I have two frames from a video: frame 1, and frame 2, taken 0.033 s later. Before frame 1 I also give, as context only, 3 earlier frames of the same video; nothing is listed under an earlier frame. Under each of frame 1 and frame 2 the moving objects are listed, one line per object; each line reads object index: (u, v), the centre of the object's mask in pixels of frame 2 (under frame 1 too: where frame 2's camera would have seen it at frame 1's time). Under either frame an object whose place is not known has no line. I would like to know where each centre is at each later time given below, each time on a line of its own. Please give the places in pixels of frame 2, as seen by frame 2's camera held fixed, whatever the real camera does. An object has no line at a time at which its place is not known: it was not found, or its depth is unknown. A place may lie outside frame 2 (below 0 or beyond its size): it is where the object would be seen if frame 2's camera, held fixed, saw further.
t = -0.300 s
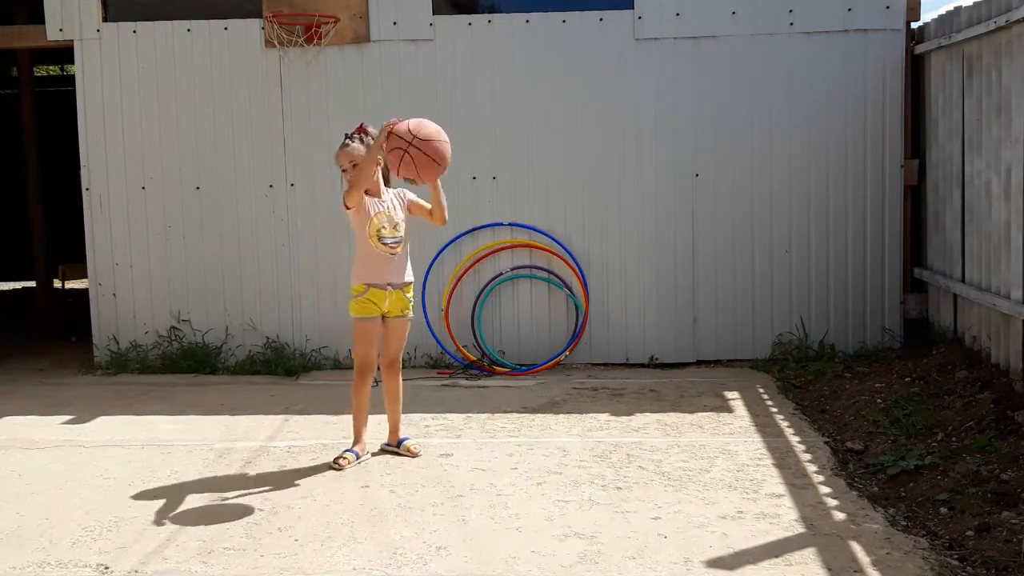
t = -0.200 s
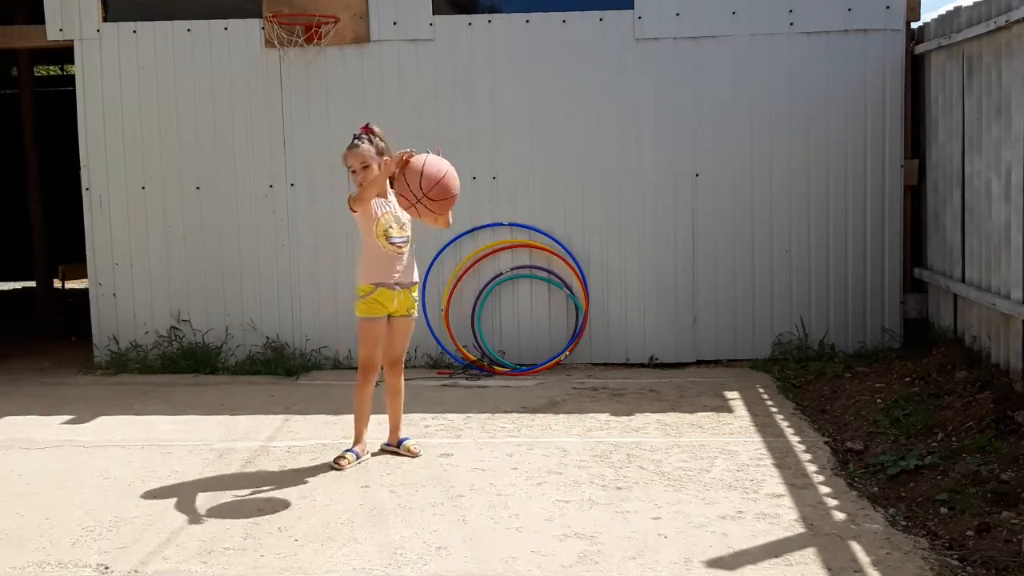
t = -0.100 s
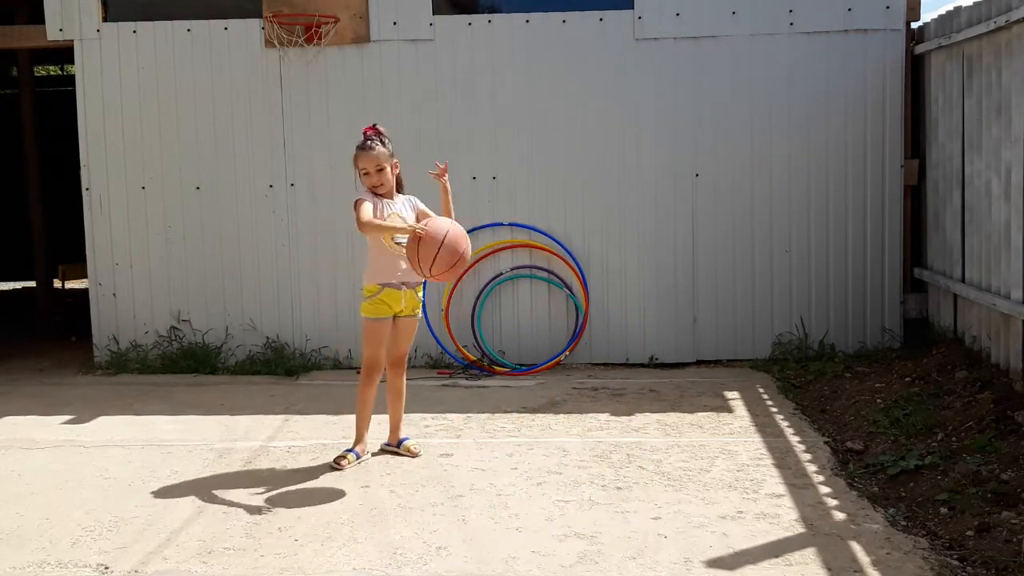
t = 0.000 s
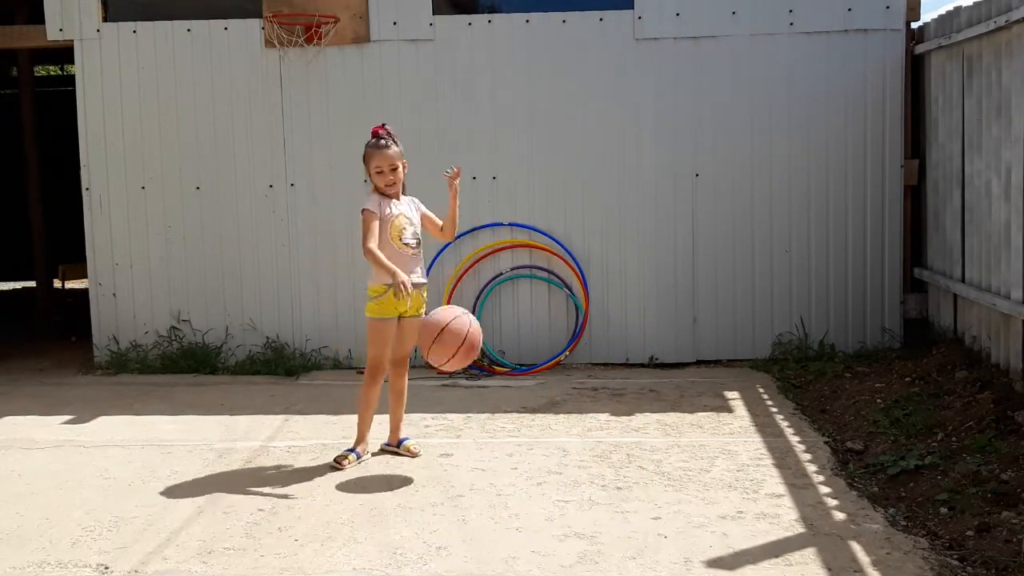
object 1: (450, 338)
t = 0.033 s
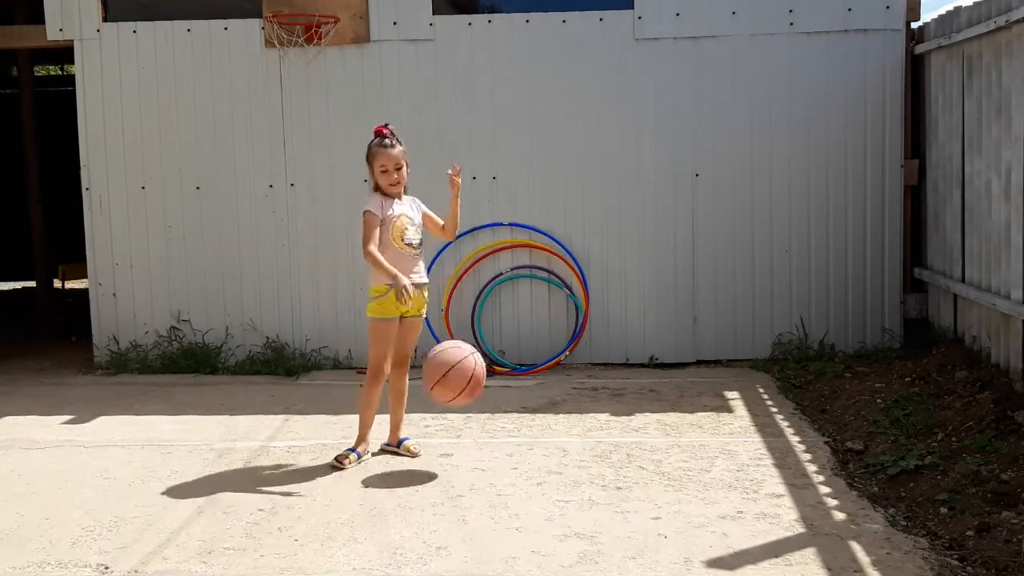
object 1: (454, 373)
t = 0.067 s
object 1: (457, 410)
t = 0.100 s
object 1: (461, 439)
